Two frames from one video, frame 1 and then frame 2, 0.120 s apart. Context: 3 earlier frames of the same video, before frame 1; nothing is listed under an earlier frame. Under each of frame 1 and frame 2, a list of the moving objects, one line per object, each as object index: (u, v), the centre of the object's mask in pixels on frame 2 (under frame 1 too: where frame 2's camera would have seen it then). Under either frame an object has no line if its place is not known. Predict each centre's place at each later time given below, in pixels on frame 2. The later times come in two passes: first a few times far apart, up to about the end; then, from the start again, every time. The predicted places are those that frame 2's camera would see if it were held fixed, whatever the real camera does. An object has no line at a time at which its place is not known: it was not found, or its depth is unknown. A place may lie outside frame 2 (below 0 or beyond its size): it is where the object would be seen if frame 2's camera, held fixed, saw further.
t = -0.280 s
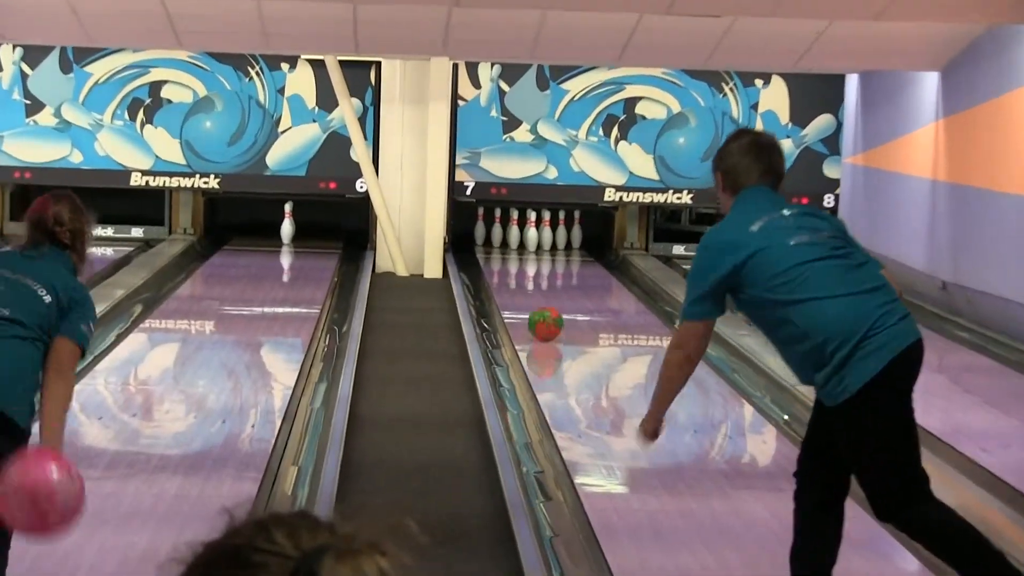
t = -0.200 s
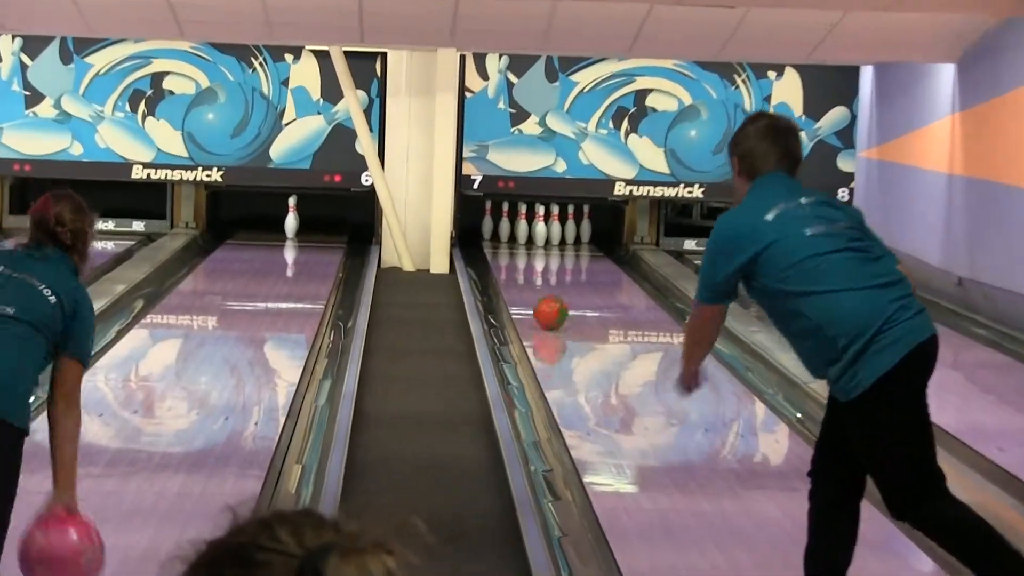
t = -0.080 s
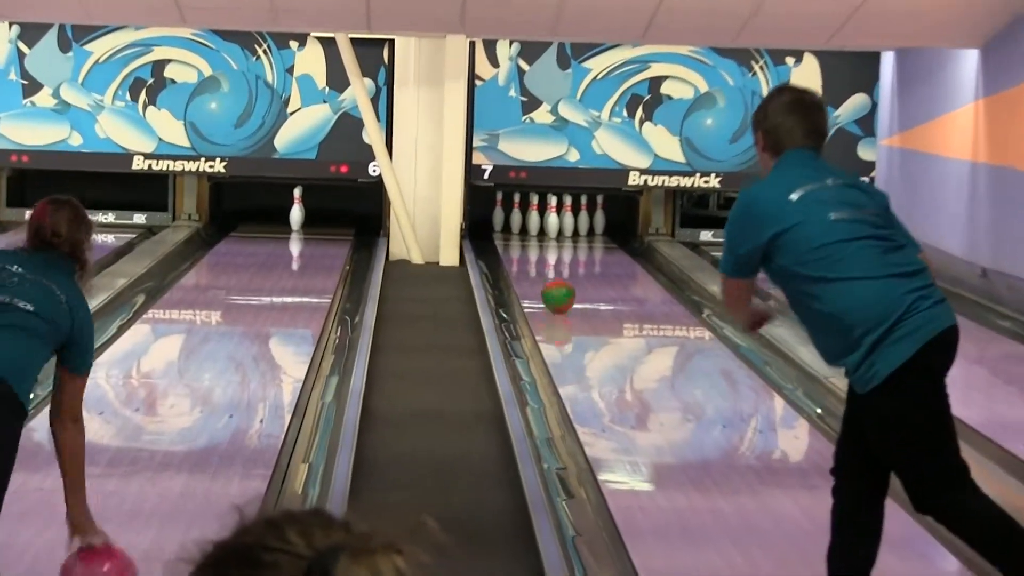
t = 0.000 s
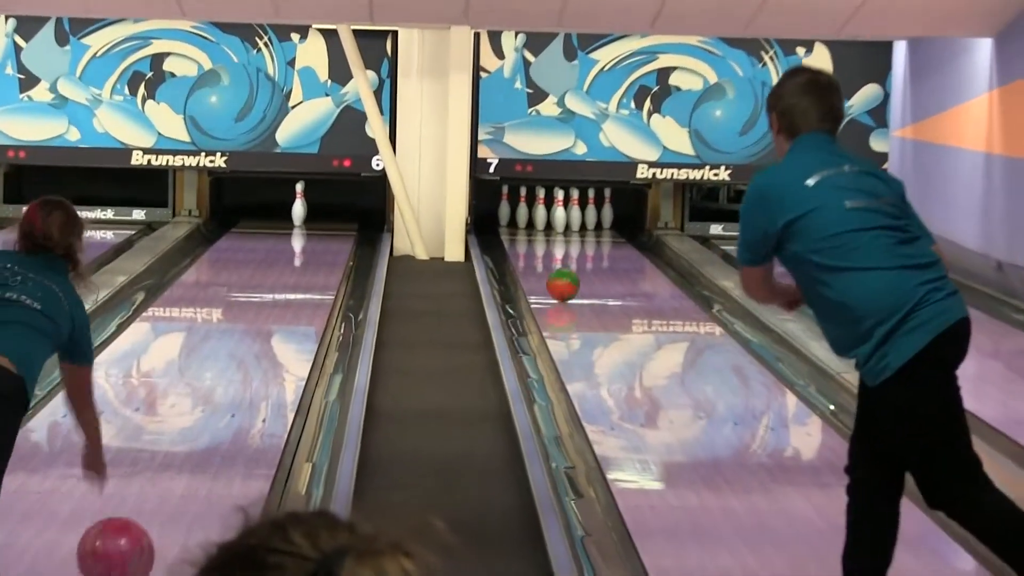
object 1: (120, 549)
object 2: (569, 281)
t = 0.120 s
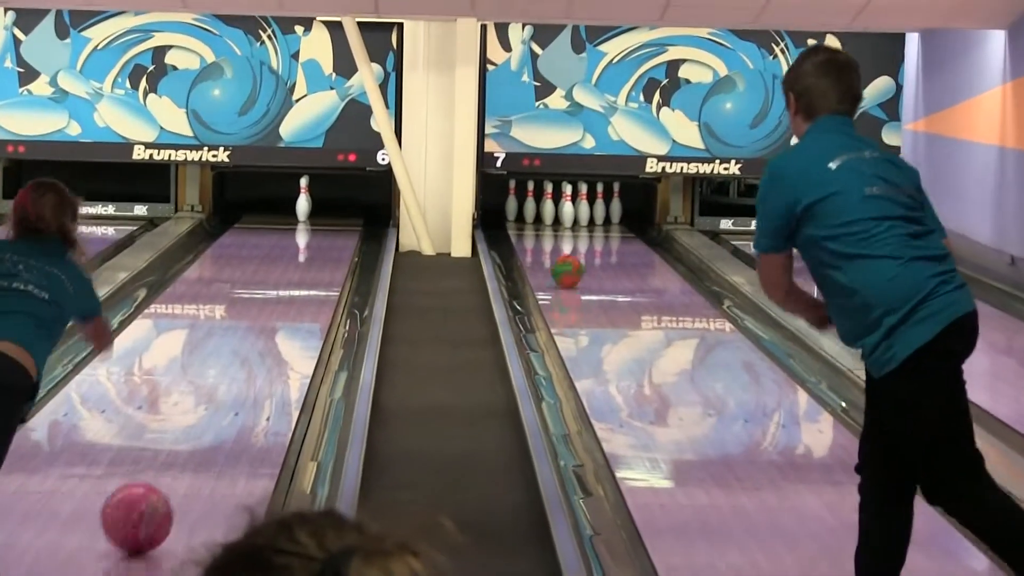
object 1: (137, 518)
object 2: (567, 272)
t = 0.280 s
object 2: (565, 259)
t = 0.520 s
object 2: (560, 251)
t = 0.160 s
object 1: (141, 507)
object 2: (567, 268)
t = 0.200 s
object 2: (567, 265)
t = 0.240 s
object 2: (565, 261)
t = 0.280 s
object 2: (565, 259)
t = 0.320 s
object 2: (564, 256)
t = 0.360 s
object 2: (563, 255)
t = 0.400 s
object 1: (170, 445)
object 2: (561, 254)
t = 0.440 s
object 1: (175, 436)
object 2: (560, 252)
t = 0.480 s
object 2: (560, 252)
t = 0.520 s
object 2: (560, 251)
